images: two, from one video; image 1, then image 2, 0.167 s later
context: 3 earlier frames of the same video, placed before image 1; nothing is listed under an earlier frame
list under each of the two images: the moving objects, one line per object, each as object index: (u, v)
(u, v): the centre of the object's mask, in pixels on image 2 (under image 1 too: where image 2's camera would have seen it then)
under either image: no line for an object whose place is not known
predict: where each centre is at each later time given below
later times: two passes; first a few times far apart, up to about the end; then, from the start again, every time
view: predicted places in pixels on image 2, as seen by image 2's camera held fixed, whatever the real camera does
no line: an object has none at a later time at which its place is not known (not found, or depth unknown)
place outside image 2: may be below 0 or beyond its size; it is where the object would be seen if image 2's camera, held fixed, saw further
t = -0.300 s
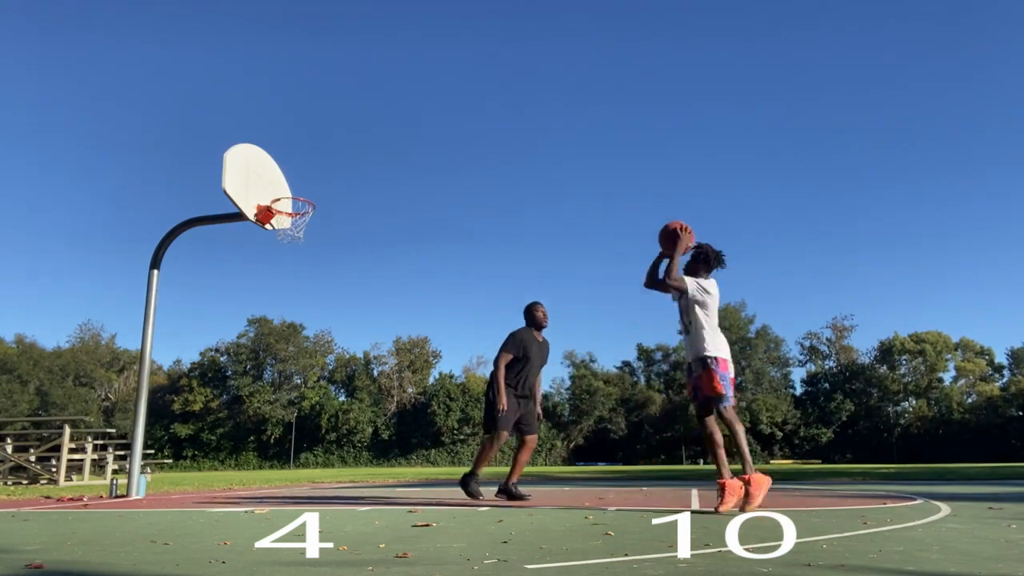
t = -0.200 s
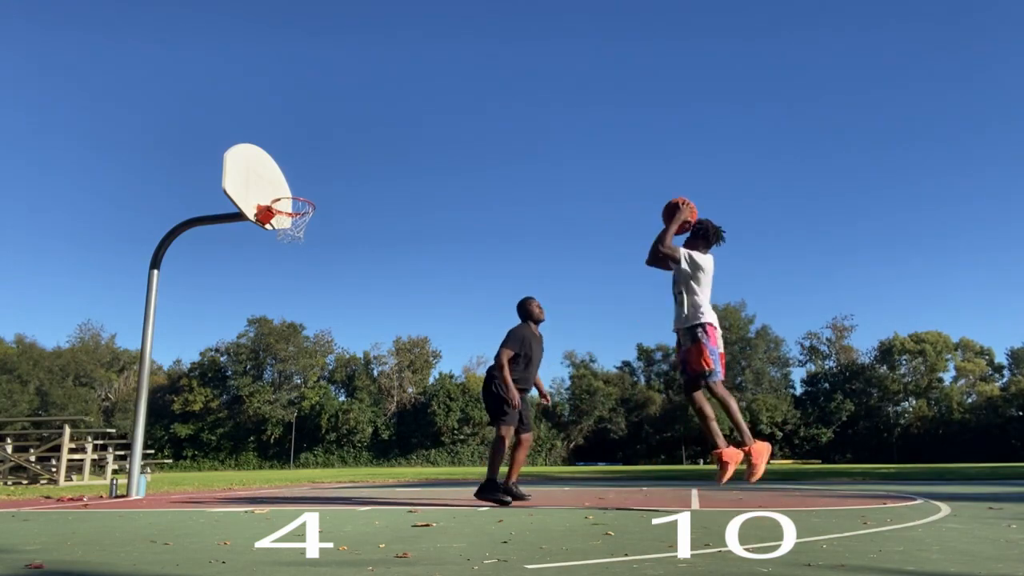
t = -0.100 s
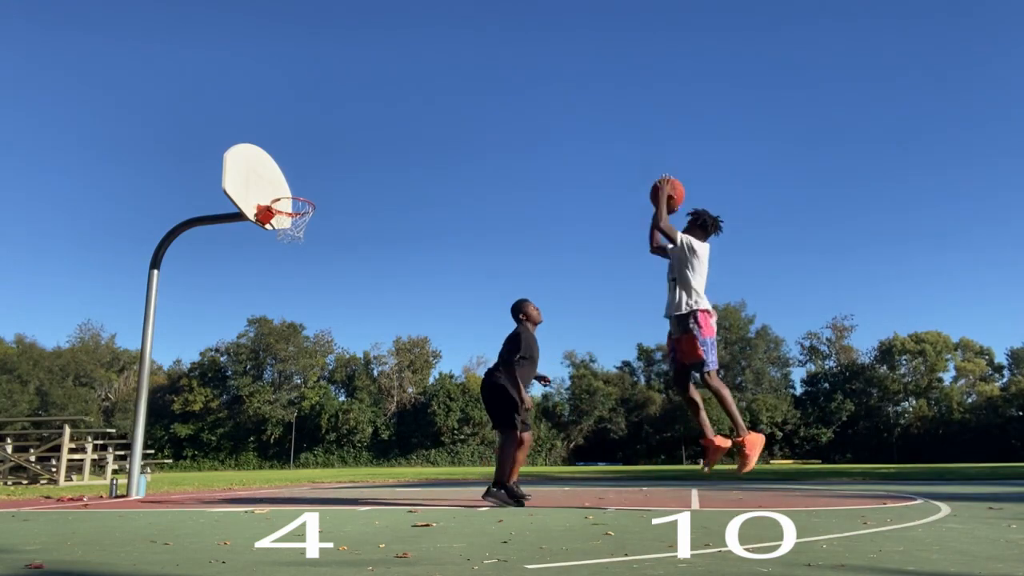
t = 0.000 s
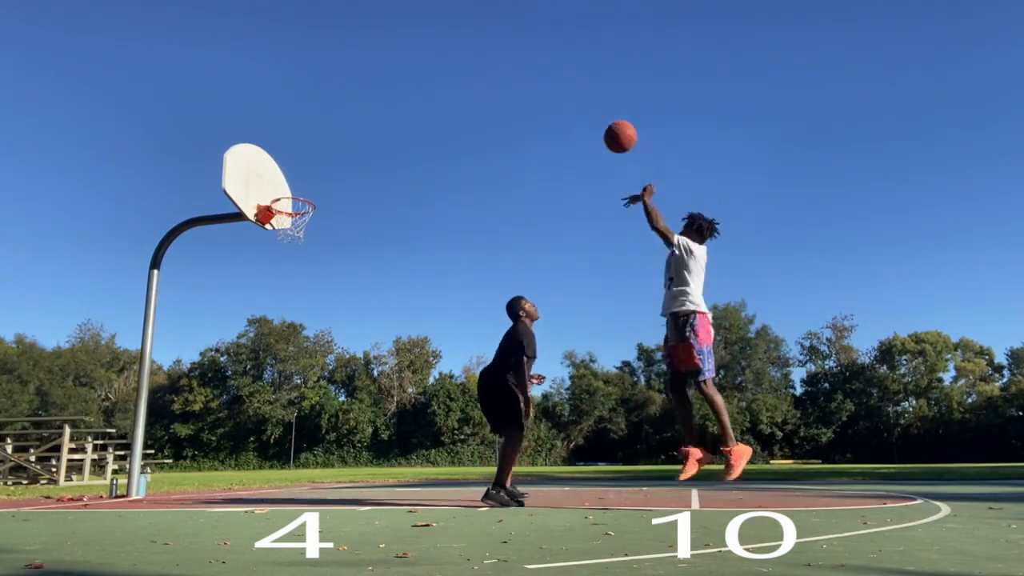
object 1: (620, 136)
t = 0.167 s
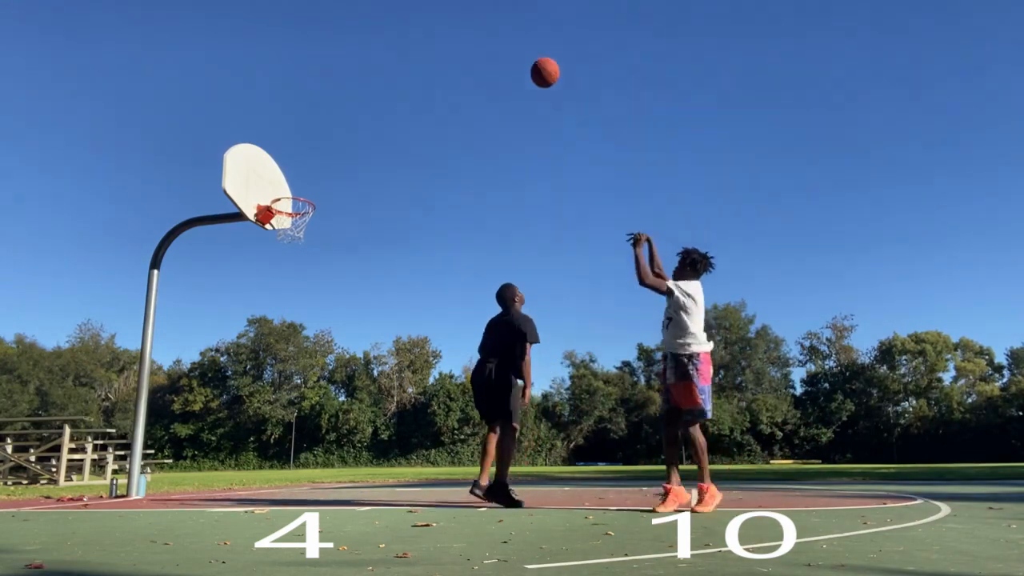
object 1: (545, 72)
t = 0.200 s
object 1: (532, 64)
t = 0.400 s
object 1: (463, 45)
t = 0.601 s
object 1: (406, 65)
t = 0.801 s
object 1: (357, 116)
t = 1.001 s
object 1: (312, 192)
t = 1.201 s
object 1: (340, 162)
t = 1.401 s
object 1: (369, 160)
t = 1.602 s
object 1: (399, 193)
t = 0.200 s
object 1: (532, 64)
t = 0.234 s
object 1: (519, 58)
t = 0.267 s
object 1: (507, 53)
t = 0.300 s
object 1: (496, 49)
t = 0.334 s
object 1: (484, 47)
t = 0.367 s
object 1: (473, 46)
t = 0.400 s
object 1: (463, 45)
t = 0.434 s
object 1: (452, 46)
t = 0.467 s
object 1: (443, 48)
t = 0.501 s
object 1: (433, 51)
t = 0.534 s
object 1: (424, 55)
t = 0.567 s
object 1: (415, 60)
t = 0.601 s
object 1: (406, 65)
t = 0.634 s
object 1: (397, 72)
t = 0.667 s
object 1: (389, 79)
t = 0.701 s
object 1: (380, 87)
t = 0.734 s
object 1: (372, 96)
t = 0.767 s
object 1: (364, 105)
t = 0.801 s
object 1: (357, 116)
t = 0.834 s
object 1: (349, 127)
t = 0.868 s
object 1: (341, 138)
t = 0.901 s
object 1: (333, 151)
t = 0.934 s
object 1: (326, 164)
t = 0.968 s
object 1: (319, 177)
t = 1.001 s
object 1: (312, 192)
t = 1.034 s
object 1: (315, 188)
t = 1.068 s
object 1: (320, 181)
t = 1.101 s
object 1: (325, 175)
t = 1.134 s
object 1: (330, 169)
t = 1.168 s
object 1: (335, 165)
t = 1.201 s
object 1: (340, 162)
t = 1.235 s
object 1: (345, 159)
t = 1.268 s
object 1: (350, 157)
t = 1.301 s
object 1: (355, 157)
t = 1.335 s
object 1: (360, 157)
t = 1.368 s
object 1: (364, 158)
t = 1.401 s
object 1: (369, 160)
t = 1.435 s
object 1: (374, 163)
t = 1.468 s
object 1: (379, 167)
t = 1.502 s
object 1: (384, 172)
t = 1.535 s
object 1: (389, 178)
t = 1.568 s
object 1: (394, 185)
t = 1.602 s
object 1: (399, 193)
